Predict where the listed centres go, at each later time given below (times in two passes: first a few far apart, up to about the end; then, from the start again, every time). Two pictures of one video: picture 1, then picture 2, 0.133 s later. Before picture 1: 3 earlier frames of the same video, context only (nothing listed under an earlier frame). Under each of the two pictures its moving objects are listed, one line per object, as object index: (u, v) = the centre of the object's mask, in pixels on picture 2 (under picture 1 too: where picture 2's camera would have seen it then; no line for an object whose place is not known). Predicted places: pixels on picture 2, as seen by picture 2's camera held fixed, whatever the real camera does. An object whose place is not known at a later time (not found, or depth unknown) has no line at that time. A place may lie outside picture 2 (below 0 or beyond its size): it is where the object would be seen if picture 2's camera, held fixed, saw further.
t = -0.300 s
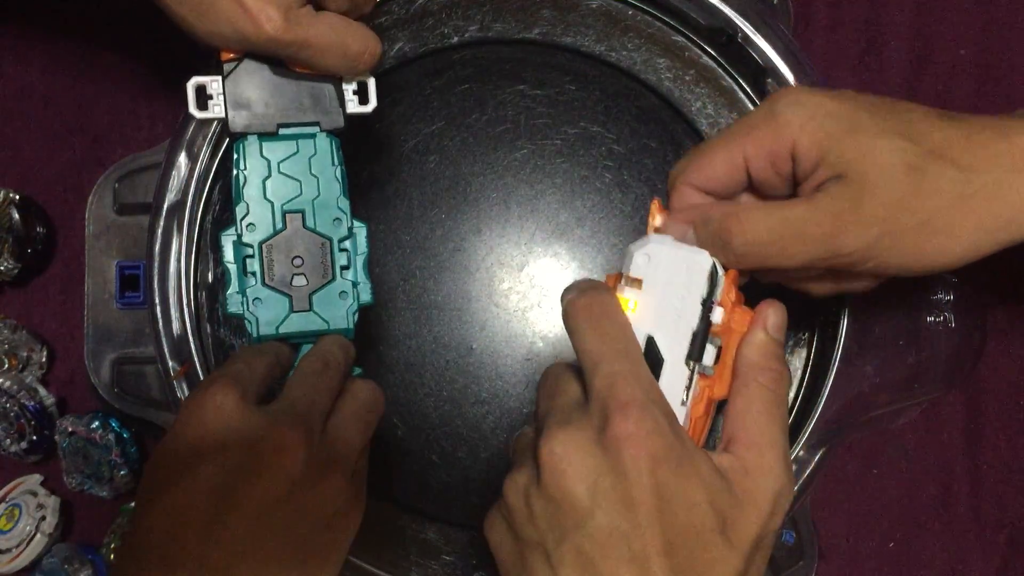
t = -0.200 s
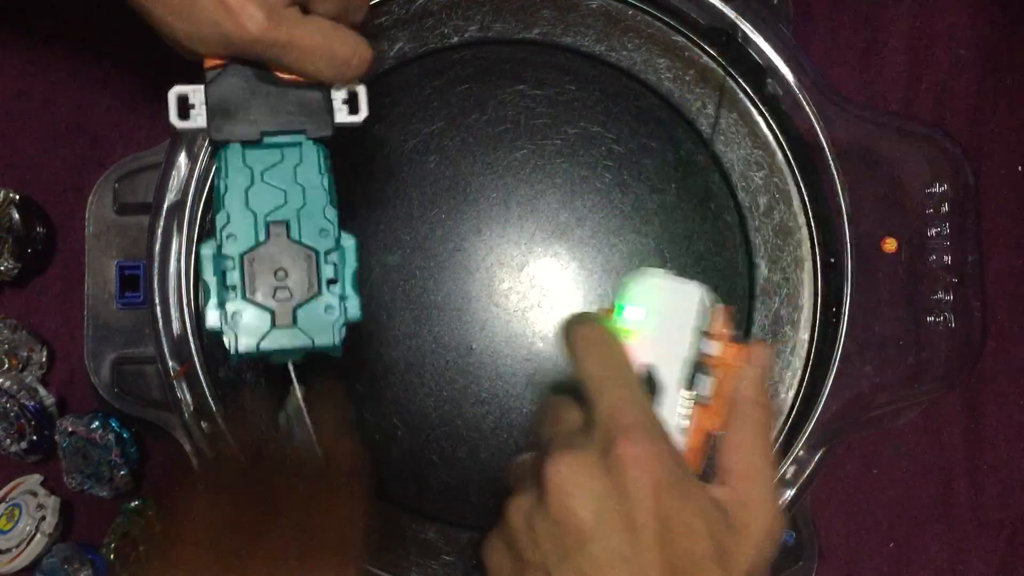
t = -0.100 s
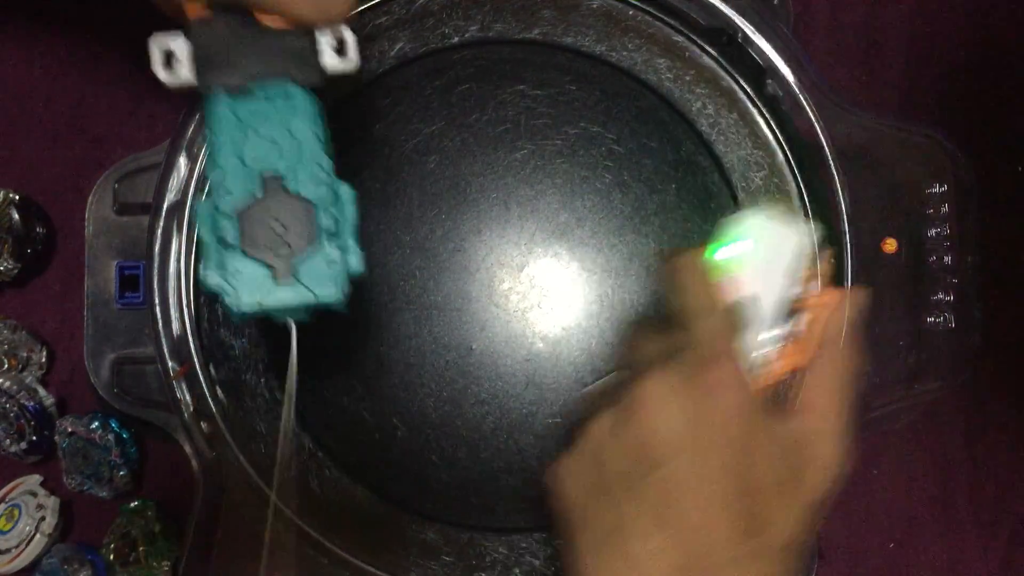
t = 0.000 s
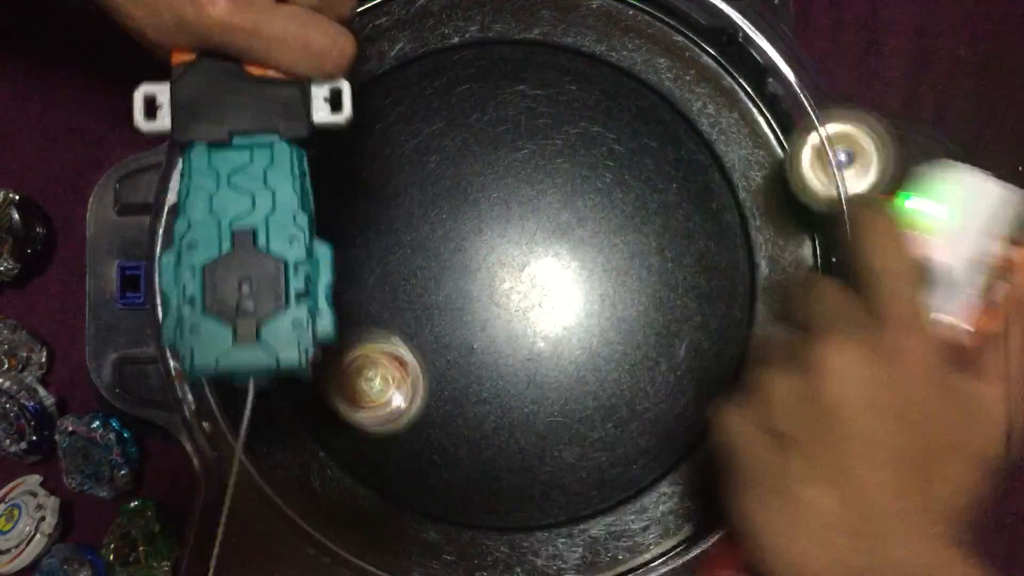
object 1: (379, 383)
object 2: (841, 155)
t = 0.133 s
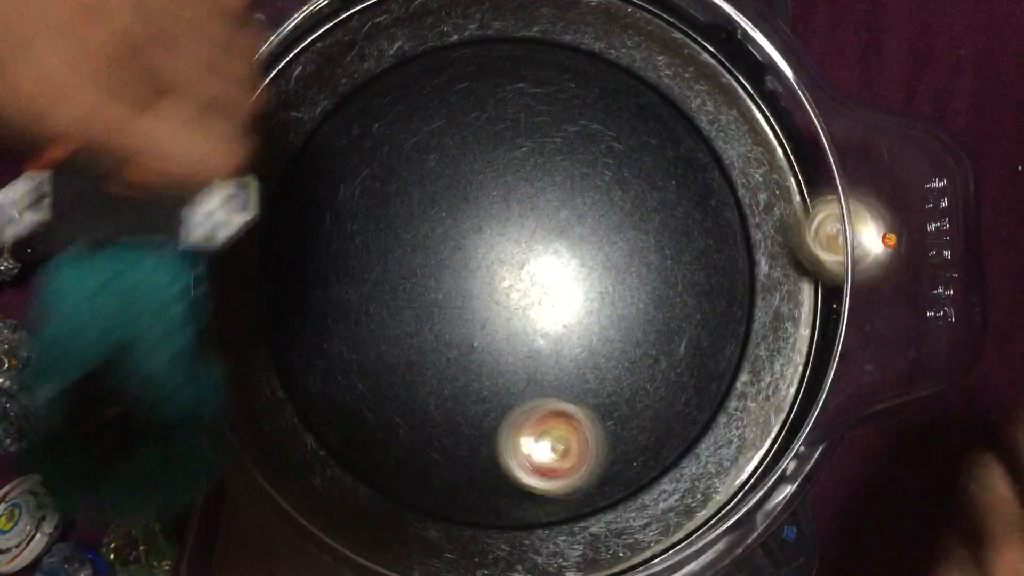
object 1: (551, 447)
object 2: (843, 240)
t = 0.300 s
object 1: (679, 410)
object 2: (873, 377)
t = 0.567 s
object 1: (650, 271)
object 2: (878, 366)
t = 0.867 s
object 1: (550, 207)
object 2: (878, 366)
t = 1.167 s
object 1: (486, 221)
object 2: (878, 365)
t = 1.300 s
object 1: (468, 236)
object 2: (878, 365)
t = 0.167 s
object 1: (589, 452)
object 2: (873, 273)
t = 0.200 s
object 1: (622, 448)
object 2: (887, 310)
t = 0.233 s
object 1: (650, 440)
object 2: (882, 343)
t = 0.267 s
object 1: (668, 427)
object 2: (874, 369)
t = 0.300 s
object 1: (679, 410)
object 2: (873, 377)
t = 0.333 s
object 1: (686, 392)
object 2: (875, 375)
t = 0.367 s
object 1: (688, 373)
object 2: (876, 371)
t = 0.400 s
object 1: (687, 354)
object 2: (878, 367)
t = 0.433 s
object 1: (683, 335)
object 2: (877, 368)
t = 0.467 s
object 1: (677, 317)
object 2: (878, 367)
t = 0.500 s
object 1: (668, 300)
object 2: (877, 367)
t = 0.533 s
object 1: (659, 284)
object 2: (878, 366)
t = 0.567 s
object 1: (650, 271)
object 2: (878, 366)
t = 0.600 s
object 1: (640, 258)
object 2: (878, 366)
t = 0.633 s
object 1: (630, 247)
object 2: (878, 366)
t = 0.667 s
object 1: (619, 237)
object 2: (877, 366)
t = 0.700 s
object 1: (608, 229)
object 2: (877, 366)
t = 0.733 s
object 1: (596, 223)
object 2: (877, 366)
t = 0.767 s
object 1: (585, 216)
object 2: (878, 366)
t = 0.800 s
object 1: (573, 212)
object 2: (877, 366)
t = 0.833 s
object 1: (561, 209)
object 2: (877, 366)
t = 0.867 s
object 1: (550, 207)
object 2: (878, 366)
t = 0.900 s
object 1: (541, 206)
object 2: (878, 366)
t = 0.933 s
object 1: (532, 206)
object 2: (877, 366)
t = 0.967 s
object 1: (524, 207)
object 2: (877, 366)
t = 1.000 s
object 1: (517, 209)
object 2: (878, 366)
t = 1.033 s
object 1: (510, 211)
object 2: (877, 365)
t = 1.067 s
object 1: (503, 213)
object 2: (877, 365)
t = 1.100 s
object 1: (497, 215)
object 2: (878, 365)
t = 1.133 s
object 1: (492, 218)
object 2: (877, 365)
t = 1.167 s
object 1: (486, 221)
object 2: (878, 365)
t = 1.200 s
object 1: (481, 224)
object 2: (877, 366)
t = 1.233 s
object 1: (475, 228)
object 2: (877, 365)
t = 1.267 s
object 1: (471, 232)
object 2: (877, 365)
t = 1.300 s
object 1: (468, 236)
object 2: (878, 365)
